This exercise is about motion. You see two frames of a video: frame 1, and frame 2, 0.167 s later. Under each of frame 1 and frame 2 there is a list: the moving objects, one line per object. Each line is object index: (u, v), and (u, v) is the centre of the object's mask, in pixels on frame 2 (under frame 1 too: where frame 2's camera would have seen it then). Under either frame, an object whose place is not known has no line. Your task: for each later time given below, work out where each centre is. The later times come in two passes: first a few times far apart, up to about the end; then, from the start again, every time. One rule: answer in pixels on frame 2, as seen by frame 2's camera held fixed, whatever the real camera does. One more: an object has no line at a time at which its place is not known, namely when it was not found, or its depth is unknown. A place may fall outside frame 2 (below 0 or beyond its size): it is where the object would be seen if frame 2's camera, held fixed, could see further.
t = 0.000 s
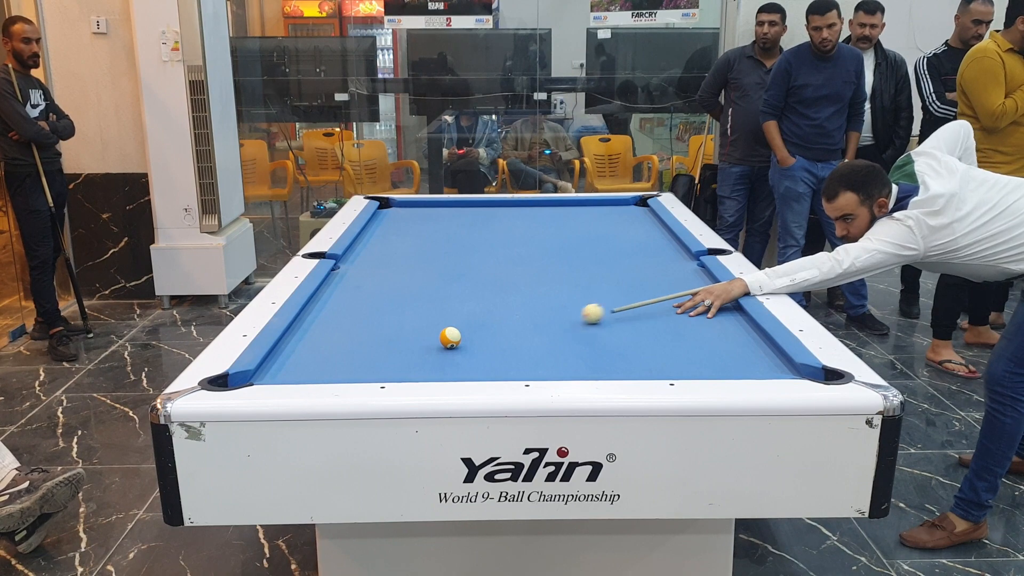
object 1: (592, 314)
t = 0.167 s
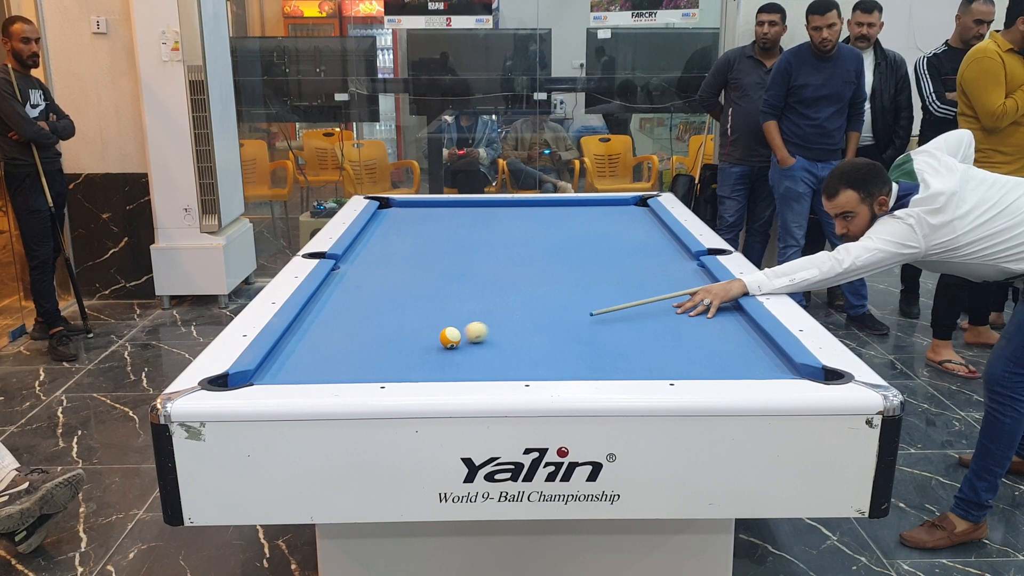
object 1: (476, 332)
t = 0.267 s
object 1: (459, 332)
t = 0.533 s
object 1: (415, 332)
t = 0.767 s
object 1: (378, 332)
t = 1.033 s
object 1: (337, 332)
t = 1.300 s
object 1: (298, 332)
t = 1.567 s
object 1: (314, 332)
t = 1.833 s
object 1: (334, 331)
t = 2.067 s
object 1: (349, 330)
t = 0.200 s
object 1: (466, 332)
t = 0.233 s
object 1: (463, 332)
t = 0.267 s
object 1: (459, 332)
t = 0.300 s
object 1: (454, 332)
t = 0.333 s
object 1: (448, 332)
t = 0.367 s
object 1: (443, 332)
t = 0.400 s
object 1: (437, 332)
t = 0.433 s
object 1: (432, 332)
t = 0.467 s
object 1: (426, 332)
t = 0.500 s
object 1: (421, 332)
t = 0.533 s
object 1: (415, 332)
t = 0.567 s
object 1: (410, 332)
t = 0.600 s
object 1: (404, 332)
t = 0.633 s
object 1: (399, 332)
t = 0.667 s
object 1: (394, 332)
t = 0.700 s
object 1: (388, 332)
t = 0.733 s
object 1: (383, 332)
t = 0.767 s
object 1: (378, 332)
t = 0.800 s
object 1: (373, 332)
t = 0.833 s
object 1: (367, 332)
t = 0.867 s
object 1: (362, 332)
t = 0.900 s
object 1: (357, 332)
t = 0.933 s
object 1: (352, 332)
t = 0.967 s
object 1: (347, 332)
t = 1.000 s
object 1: (342, 332)
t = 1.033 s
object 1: (337, 332)
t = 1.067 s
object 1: (332, 332)
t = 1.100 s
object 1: (327, 332)
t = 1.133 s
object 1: (322, 332)
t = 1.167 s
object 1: (318, 332)
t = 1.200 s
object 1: (313, 332)
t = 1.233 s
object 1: (308, 332)
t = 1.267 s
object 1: (303, 332)
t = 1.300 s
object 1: (298, 332)
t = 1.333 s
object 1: (294, 332)
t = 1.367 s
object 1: (297, 332)
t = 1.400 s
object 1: (300, 332)
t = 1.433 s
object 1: (303, 332)
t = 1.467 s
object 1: (305, 332)
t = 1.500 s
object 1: (308, 332)
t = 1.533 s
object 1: (311, 332)
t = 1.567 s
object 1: (314, 332)
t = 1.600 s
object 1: (316, 331)
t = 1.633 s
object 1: (319, 331)
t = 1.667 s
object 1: (321, 331)
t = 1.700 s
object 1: (324, 331)
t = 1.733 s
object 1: (326, 331)
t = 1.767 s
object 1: (329, 331)
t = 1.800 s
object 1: (331, 331)
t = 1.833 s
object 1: (334, 331)
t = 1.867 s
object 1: (336, 331)
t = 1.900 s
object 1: (338, 331)
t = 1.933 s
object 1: (340, 331)
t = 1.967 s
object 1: (343, 331)
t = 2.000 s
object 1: (345, 330)
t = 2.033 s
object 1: (347, 330)
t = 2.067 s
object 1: (349, 330)
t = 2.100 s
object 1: (351, 330)
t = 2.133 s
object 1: (353, 330)
